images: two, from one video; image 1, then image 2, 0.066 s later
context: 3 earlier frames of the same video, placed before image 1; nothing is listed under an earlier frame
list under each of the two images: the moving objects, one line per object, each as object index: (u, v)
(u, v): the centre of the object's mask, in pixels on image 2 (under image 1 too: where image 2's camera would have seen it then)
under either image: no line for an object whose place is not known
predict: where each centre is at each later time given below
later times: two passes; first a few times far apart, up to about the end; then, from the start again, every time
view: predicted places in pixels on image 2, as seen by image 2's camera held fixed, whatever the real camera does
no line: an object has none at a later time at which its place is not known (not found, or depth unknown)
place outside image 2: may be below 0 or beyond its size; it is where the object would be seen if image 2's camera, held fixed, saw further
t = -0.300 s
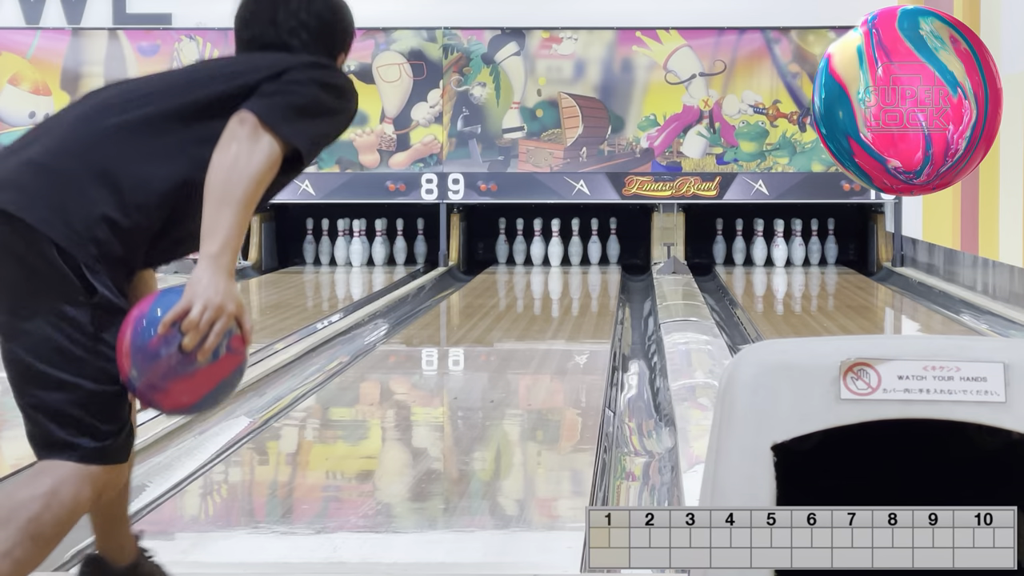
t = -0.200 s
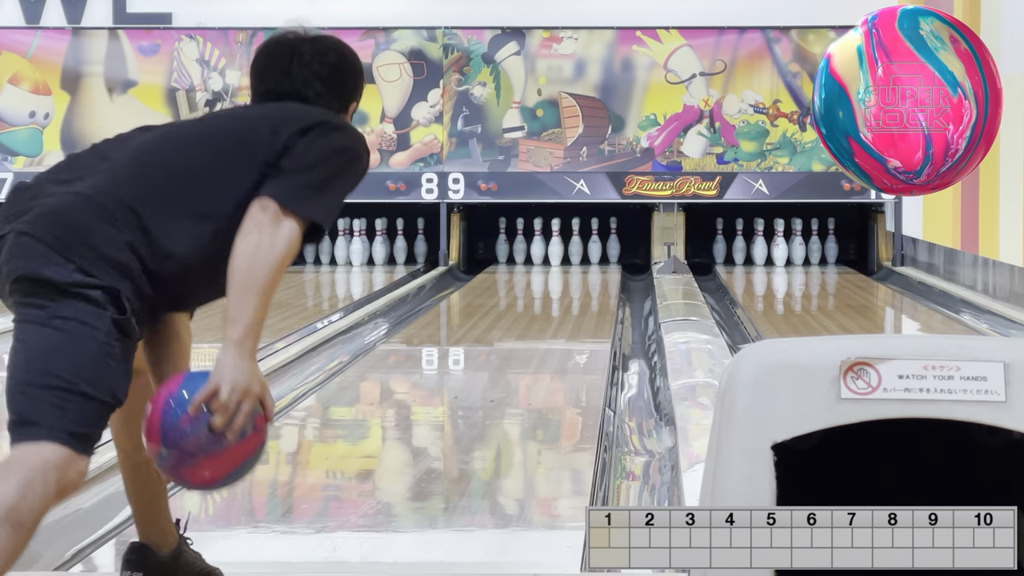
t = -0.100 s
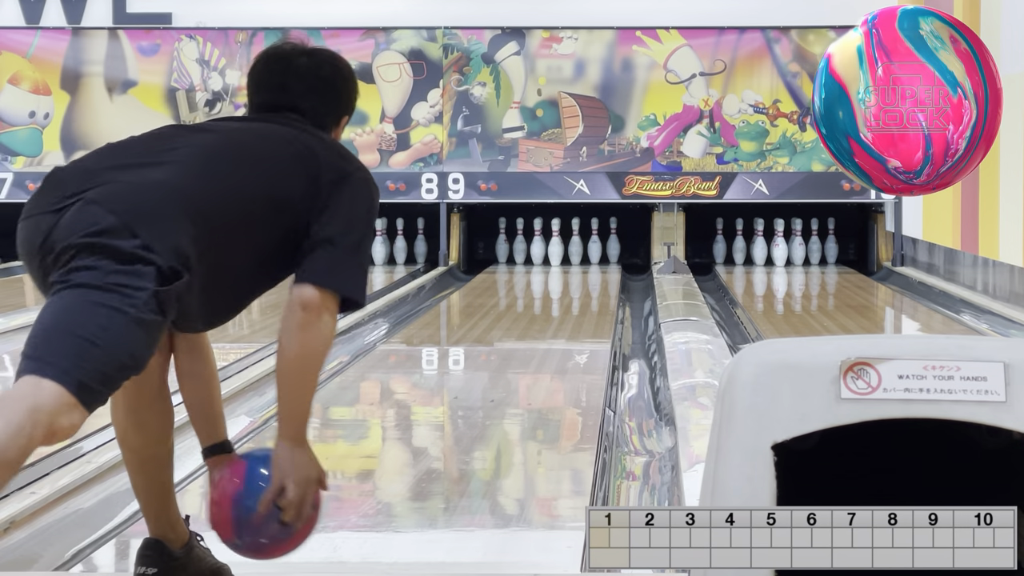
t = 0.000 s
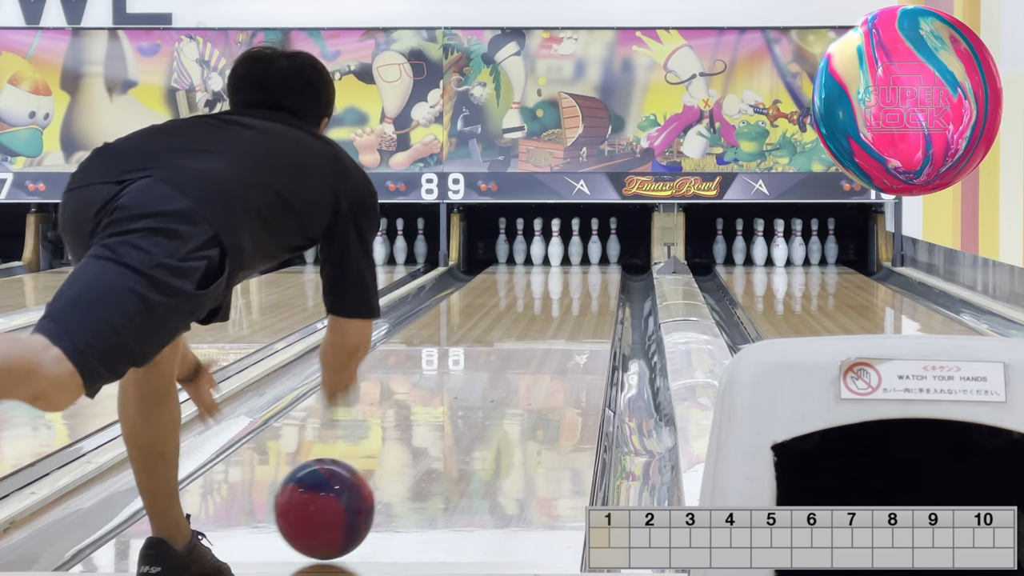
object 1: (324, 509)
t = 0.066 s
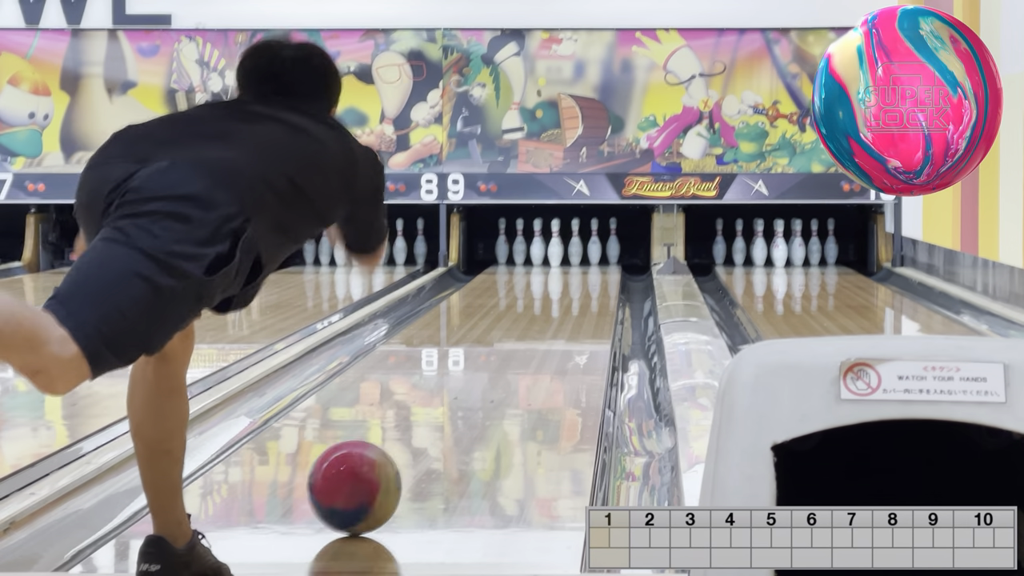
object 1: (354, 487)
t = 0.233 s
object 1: (414, 441)
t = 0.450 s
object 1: (469, 397)
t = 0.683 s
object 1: (508, 363)
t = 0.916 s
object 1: (539, 337)
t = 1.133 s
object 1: (560, 319)
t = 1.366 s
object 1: (576, 304)
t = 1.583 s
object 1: (587, 292)
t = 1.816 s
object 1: (594, 282)
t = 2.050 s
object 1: (596, 274)
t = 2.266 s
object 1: (593, 267)
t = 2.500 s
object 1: (582, 259)
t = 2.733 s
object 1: (569, 254)
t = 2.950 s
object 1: (576, 251)
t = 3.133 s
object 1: (584, 251)
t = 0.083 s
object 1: (362, 482)
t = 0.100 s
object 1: (368, 477)
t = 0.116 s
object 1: (374, 472)
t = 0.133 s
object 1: (381, 467)
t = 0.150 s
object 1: (387, 462)
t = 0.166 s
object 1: (392, 458)
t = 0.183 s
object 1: (398, 453)
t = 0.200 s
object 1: (403, 450)
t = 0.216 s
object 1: (409, 445)
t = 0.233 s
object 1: (414, 441)
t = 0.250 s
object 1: (419, 437)
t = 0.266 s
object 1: (424, 433)
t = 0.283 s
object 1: (428, 430)
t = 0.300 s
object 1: (432, 427)
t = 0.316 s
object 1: (437, 423)
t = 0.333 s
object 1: (441, 420)
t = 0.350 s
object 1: (445, 417)
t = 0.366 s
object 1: (449, 413)
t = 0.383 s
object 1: (454, 409)
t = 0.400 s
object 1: (458, 406)
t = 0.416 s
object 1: (461, 403)
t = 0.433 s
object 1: (465, 400)
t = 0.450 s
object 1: (469, 397)
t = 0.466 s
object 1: (472, 394)
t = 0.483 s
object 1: (476, 391)
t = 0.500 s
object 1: (479, 388)
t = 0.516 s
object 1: (482, 386)
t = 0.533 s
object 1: (485, 383)
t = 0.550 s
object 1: (488, 381)
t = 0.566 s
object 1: (491, 378)
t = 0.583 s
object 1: (494, 376)
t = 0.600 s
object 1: (497, 374)
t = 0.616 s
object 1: (499, 372)
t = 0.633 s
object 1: (502, 370)
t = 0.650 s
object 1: (504, 367)
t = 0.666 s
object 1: (507, 365)
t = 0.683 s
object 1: (508, 363)
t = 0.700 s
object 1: (511, 361)
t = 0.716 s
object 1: (514, 358)
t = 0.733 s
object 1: (516, 357)
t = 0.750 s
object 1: (519, 354)
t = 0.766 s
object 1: (521, 353)
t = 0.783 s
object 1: (524, 351)
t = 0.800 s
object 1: (525, 349)
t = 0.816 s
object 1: (528, 347)
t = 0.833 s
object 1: (530, 345)
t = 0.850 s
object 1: (532, 344)
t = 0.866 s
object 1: (534, 342)
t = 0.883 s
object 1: (535, 340)
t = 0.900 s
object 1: (537, 338)
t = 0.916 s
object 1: (539, 337)
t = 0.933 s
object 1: (541, 335)
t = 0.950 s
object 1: (543, 334)
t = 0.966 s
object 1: (545, 333)
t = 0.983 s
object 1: (546, 331)
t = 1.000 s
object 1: (548, 329)
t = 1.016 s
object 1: (549, 328)
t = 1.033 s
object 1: (551, 327)
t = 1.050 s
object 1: (553, 325)
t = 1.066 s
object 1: (554, 324)
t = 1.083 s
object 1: (556, 323)
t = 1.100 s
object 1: (557, 321)
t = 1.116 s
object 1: (559, 320)
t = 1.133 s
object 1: (560, 319)
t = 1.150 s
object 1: (562, 318)
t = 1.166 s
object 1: (562, 317)
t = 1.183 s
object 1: (564, 316)
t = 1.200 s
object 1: (565, 314)
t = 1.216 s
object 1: (566, 313)
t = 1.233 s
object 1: (568, 312)
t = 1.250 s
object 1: (569, 311)
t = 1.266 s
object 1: (570, 310)
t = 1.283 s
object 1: (571, 309)
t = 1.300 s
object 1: (573, 308)
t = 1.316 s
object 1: (573, 307)
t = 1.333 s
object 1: (574, 306)
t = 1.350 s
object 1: (576, 305)
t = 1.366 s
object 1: (576, 304)
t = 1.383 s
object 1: (578, 303)
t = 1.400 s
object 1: (578, 302)
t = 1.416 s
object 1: (579, 301)
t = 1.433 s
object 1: (580, 300)
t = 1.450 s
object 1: (581, 299)
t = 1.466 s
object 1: (582, 299)
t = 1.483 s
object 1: (583, 298)
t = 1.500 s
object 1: (584, 297)
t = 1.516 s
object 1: (584, 296)
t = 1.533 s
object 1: (585, 295)
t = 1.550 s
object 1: (586, 294)
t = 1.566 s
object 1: (586, 293)
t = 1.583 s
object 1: (587, 292)
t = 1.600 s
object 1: (587, 291)
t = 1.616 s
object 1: (588, 291)
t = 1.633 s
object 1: (589, 290)
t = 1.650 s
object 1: (589, 289)
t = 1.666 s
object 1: (589, 288)
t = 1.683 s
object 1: (590, 288)
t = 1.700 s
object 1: (591, 287)
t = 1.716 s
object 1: (591, 285)
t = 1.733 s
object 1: (592, 285)
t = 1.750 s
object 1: (592, 285)
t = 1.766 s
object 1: (592, 284)
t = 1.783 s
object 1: (593, 283)
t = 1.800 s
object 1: (593, 282)
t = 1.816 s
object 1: (594, 282)
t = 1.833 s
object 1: (594, 281)
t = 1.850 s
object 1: (594, 281)
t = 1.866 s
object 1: (594, 280)
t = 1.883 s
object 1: (595, 279)
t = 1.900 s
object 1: (595, 278)
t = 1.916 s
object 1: (595, 278)
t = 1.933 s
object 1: (595, 278)
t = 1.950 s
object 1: (596, 277)
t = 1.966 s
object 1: (596, 276)
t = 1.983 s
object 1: (596, 276)
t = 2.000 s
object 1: (596, 275)
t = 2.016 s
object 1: (596, 274)
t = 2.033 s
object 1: (596, 274)
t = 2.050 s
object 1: (596, 274)
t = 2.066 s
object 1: (596, 273)
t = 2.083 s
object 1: (596, 272)
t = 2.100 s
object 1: (596, 272)
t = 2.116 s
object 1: (595, 271)
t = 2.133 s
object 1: (595, 271)
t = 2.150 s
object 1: (595, 270)
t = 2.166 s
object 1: (595, 269)
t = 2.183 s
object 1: (595, 269)
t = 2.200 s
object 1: (594, 269)
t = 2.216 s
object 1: (593, 268)
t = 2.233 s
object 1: (593, 267)
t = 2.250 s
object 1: (593, 267)
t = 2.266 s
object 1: (593, 267)
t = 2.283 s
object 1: (592, 266)
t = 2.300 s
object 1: (591, 266)
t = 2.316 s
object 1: (591, 265)
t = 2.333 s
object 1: (590, 264)
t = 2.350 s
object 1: (589, 263)
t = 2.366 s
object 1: (589, 263)
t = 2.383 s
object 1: (588, 263)
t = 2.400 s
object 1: (587, 262)
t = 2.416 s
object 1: (587, 262)
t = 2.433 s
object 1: (586, 261)
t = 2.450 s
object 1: (585, 261)
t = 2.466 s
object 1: (583, 260)
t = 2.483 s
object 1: (582, 260)
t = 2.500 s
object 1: (582, 259)
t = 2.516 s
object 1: (581, 259)
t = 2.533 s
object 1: (580, 258)
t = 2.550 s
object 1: (579, 258)
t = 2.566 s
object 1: (578, 258)
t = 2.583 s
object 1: (577, 257)
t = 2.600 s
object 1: (576, 257)
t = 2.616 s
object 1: (575, 256)
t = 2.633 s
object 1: (575, 256)
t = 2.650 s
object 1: (574, 256)
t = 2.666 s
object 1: (573, 255)
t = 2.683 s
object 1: (572, 255)
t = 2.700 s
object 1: (571, 255)
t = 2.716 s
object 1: (570, 254)
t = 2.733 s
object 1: (569, 254)
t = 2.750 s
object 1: (569, 253)
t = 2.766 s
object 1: (570, 253)
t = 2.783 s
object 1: (571, 253)
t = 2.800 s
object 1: (572, 253)
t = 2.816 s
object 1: (572, 252)
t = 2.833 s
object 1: (572, 253)
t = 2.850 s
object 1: (572, 253)
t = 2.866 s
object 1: (573, 252)
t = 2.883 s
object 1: (573, 252)
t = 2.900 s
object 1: (573, 251)
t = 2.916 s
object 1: (574, 251)
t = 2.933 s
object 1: (576, 251)
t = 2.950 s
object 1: (576, 251)
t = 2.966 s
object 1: (577, 251)
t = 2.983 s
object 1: (578, 251)
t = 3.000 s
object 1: (578, 251)
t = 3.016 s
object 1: (579, 251)
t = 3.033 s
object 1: (580, 251)
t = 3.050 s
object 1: (581, 250)
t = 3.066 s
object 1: (582, 250)
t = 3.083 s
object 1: (583, 250)
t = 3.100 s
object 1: (583, 250)
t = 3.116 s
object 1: (584, 251)
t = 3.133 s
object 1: (584, 251)
